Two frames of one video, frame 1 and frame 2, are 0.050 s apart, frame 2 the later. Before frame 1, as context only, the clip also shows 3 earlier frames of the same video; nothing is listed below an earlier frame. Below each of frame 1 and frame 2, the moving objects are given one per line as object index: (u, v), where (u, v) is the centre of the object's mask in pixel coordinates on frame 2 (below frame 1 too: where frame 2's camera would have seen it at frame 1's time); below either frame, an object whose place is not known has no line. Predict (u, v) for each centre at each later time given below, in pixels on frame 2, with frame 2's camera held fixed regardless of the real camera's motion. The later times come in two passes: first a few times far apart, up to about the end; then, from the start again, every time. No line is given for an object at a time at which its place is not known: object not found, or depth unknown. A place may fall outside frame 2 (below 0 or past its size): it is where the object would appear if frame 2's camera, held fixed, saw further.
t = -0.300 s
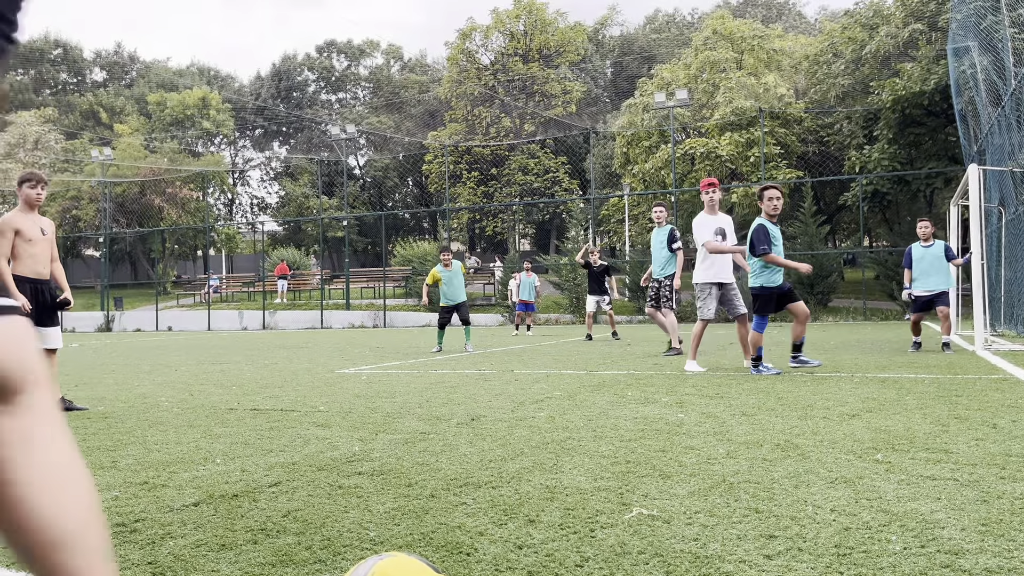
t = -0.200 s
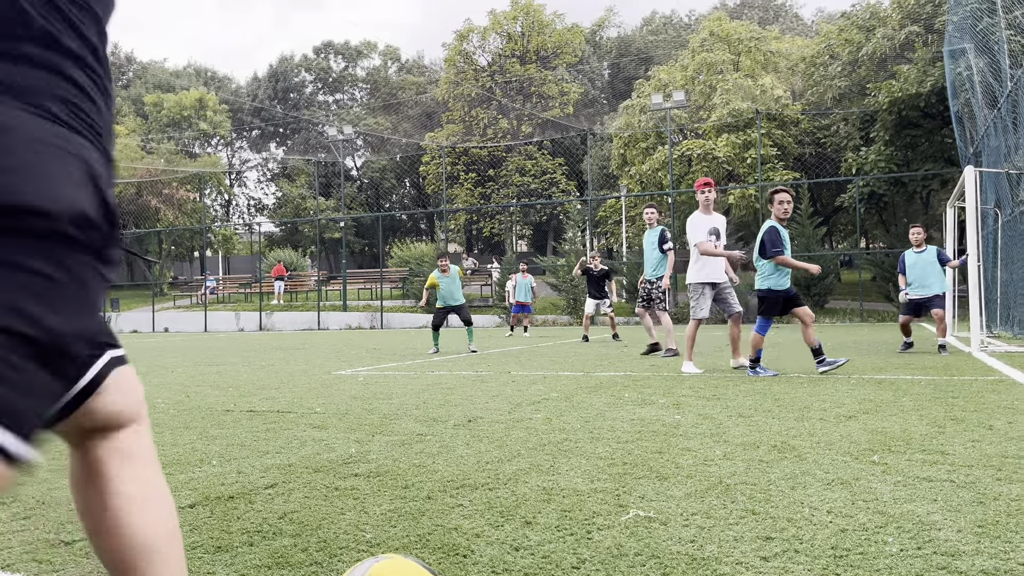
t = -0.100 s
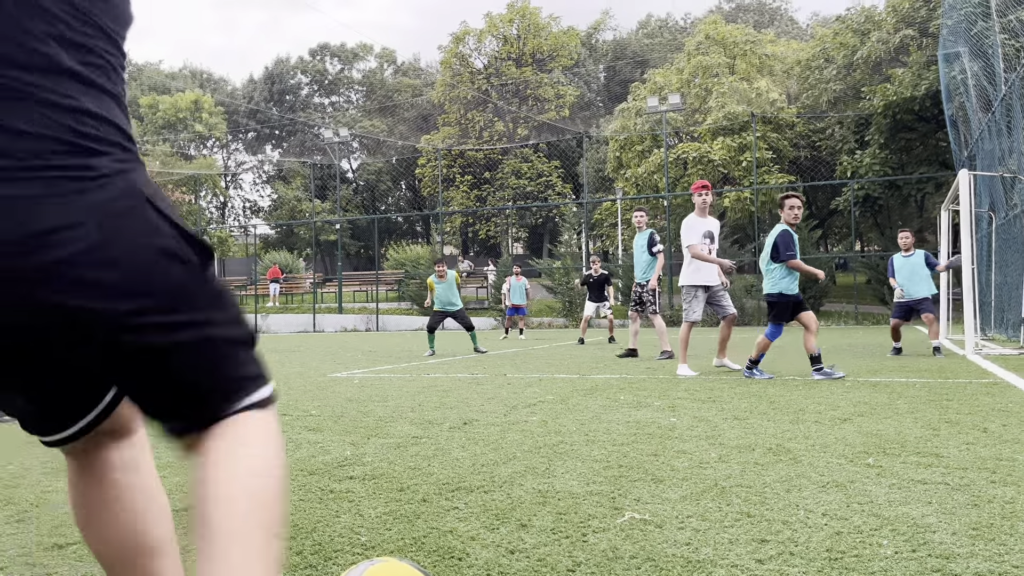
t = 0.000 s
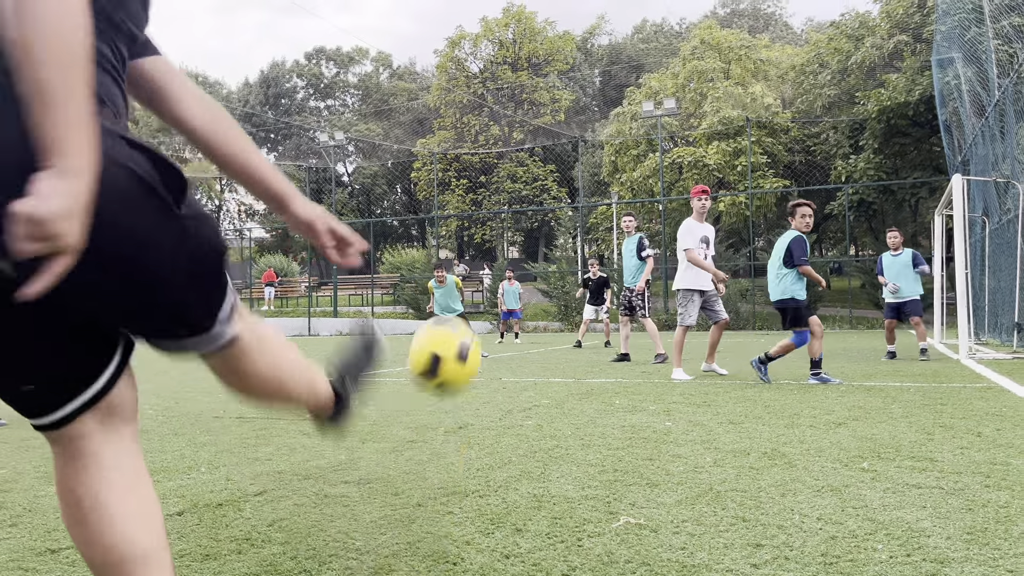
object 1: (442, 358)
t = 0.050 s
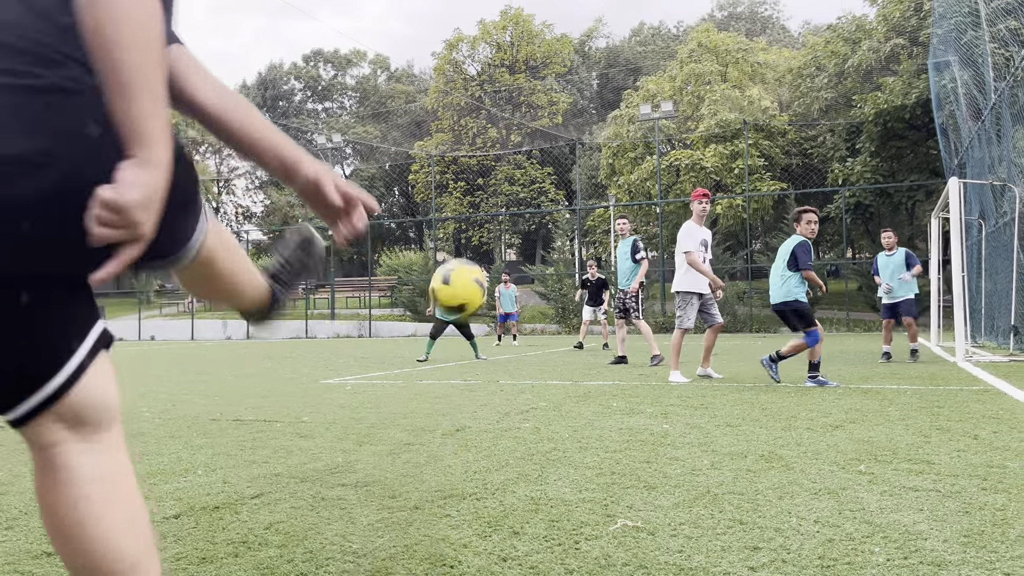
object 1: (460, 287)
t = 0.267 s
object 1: (482, 196)
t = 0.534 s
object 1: (487, 201)
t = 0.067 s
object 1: (462, 272)
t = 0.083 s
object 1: (465, 260)
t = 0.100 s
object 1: (468, 248)
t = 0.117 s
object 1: (471, 239)
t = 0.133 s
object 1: (473, 232)
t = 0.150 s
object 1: (475, 225)
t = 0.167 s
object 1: (476, 218)
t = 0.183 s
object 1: (477, 213)
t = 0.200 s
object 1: (478, 208)
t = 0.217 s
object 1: (479, 205)
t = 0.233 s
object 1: (481, 201)
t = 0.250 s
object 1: (482, 199)
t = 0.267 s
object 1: (482, 196)
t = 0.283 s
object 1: (483, 194)
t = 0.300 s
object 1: (483, 193)
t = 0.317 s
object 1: (484, 192)
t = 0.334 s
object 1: (484, 192)
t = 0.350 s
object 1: (485, 191)
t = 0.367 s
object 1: (485, 191)
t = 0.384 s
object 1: (486, 192)
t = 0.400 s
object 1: (486, 192)
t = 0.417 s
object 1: (486, 193)
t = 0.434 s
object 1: (486, 194)
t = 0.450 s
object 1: (487, 194)
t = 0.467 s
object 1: (487, 196)
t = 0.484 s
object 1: (487, 196)
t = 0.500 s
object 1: (487, 198)
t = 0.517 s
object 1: (487, 199)
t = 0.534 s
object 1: (487, 201)
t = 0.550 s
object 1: (488, 203)
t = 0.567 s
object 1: (488, 204)
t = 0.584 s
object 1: (488, 206)
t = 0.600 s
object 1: (488, 208)
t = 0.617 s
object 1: (487, 210)
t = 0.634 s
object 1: (488, 213)
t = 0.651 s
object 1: (487, 215)
